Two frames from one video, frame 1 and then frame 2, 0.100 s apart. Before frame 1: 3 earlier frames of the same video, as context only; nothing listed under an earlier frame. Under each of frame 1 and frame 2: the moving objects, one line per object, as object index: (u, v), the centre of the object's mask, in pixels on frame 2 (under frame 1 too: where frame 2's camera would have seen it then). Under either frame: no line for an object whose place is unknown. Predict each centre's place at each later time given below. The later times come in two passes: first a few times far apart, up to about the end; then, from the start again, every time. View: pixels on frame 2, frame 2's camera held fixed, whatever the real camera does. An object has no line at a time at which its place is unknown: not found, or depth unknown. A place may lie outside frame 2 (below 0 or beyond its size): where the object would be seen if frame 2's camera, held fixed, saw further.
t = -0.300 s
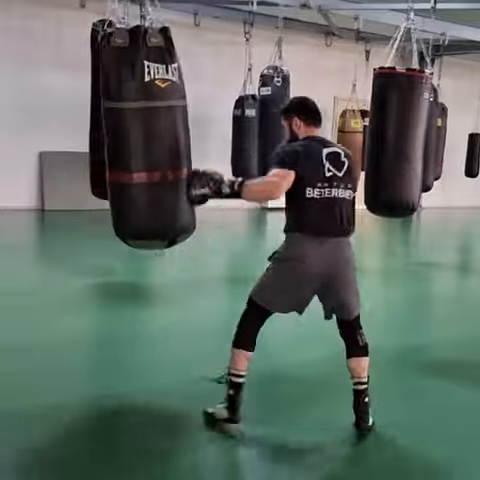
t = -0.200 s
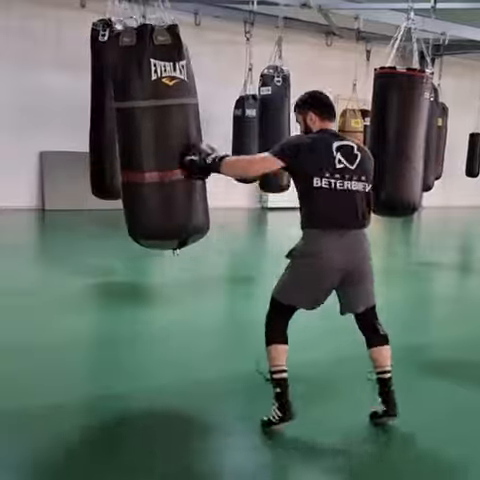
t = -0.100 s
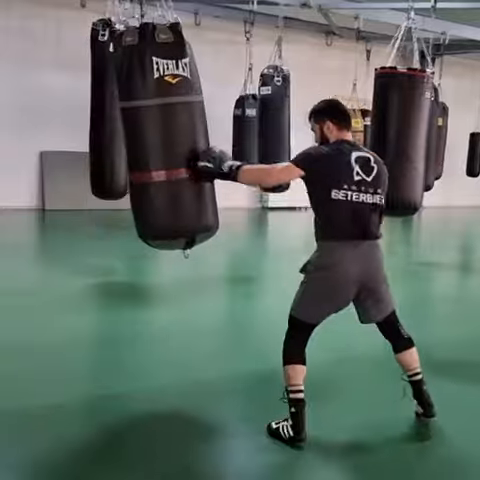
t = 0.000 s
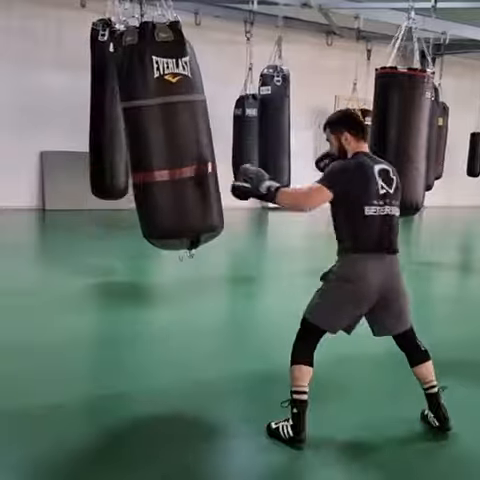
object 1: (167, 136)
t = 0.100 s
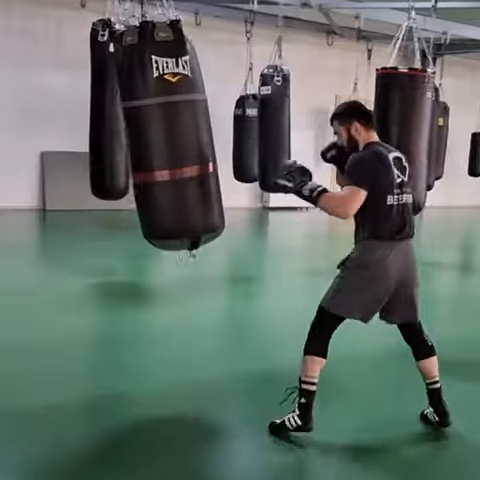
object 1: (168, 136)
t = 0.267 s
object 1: (164, 137)
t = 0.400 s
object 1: (154, 139)
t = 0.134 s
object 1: (168, 136)
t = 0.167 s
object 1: (168, 137)
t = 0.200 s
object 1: (167, 137)
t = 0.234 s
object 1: (166, 137)
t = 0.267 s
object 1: (164, 137)
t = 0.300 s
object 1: (162, 138)
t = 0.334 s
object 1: (160, 139)
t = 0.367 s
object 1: (158, 140)
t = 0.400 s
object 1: (154, 139)
